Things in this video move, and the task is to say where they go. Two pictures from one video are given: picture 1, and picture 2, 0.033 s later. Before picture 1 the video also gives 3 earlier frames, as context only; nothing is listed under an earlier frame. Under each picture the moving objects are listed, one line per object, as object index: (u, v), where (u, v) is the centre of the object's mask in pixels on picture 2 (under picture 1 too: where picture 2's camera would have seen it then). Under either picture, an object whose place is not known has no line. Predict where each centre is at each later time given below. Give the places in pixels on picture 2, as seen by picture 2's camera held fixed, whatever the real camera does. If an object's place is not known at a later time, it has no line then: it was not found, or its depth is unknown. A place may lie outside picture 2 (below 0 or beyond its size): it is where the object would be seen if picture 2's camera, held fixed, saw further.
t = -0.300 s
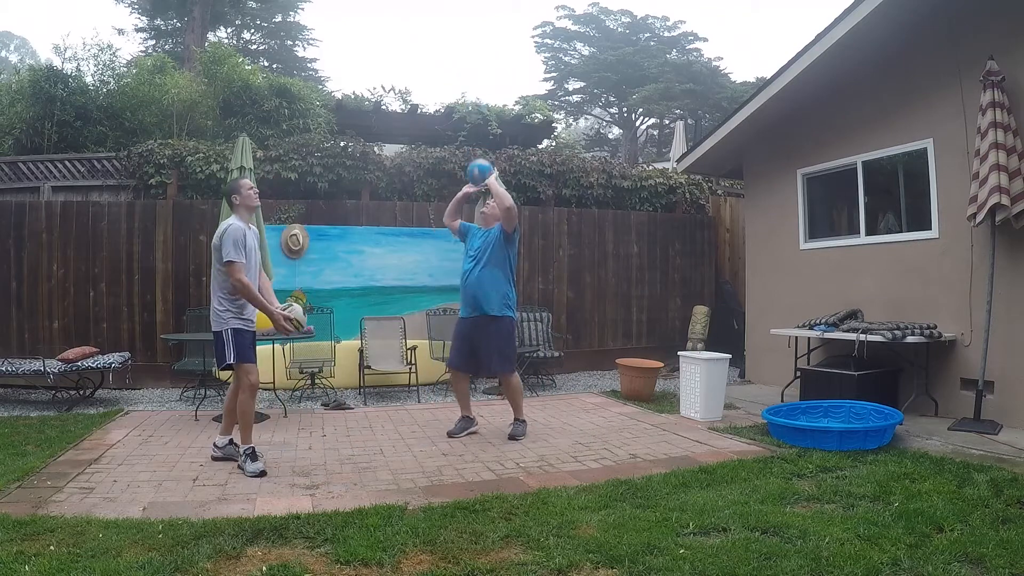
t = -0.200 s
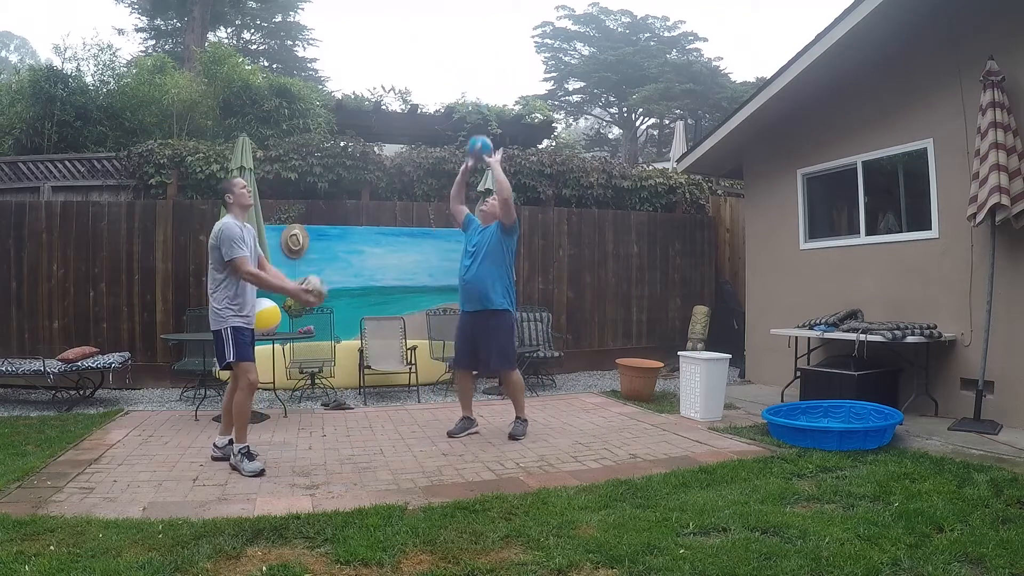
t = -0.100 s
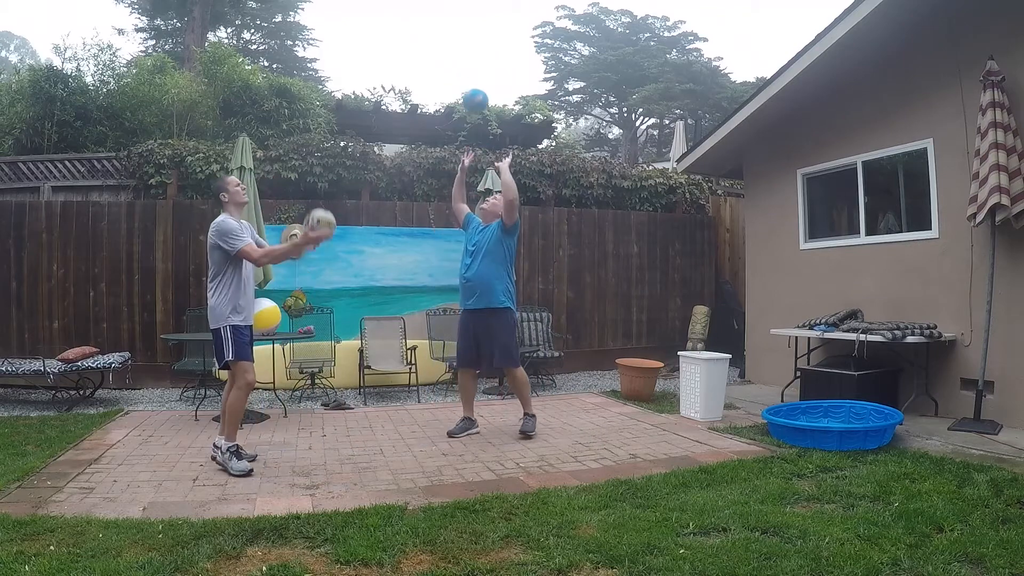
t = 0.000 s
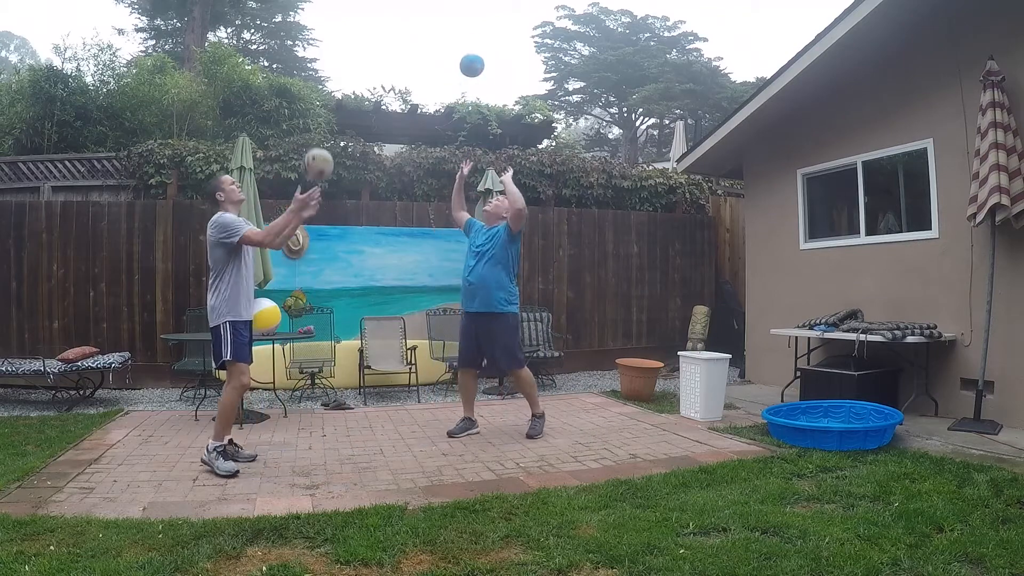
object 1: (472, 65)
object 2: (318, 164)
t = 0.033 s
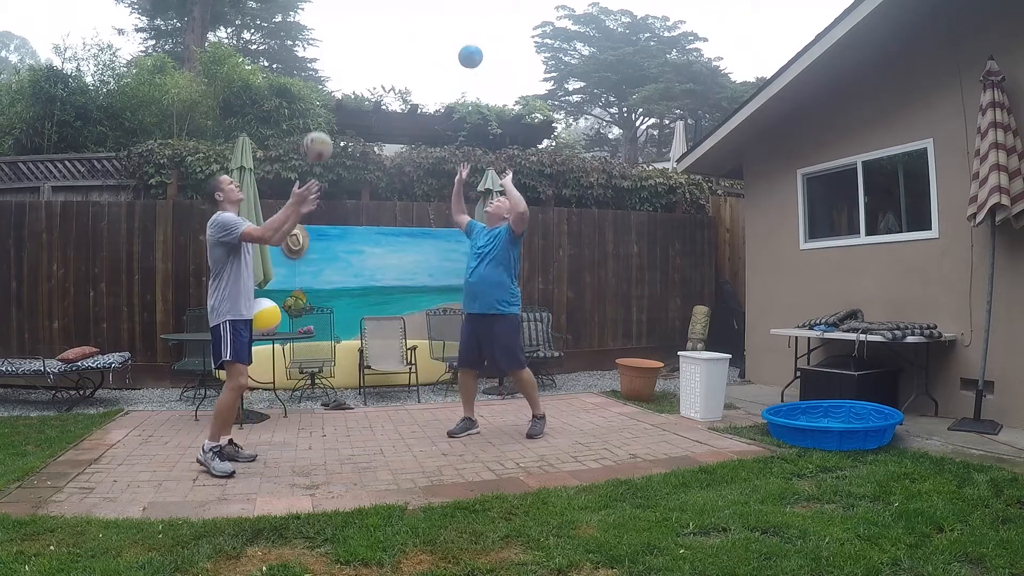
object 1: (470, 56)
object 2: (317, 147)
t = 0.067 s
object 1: (469, 49)
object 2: (317, 133)
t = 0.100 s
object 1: (468, 42)
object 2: (316, 118)
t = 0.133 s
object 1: (467, 37)
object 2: (315, 108)
